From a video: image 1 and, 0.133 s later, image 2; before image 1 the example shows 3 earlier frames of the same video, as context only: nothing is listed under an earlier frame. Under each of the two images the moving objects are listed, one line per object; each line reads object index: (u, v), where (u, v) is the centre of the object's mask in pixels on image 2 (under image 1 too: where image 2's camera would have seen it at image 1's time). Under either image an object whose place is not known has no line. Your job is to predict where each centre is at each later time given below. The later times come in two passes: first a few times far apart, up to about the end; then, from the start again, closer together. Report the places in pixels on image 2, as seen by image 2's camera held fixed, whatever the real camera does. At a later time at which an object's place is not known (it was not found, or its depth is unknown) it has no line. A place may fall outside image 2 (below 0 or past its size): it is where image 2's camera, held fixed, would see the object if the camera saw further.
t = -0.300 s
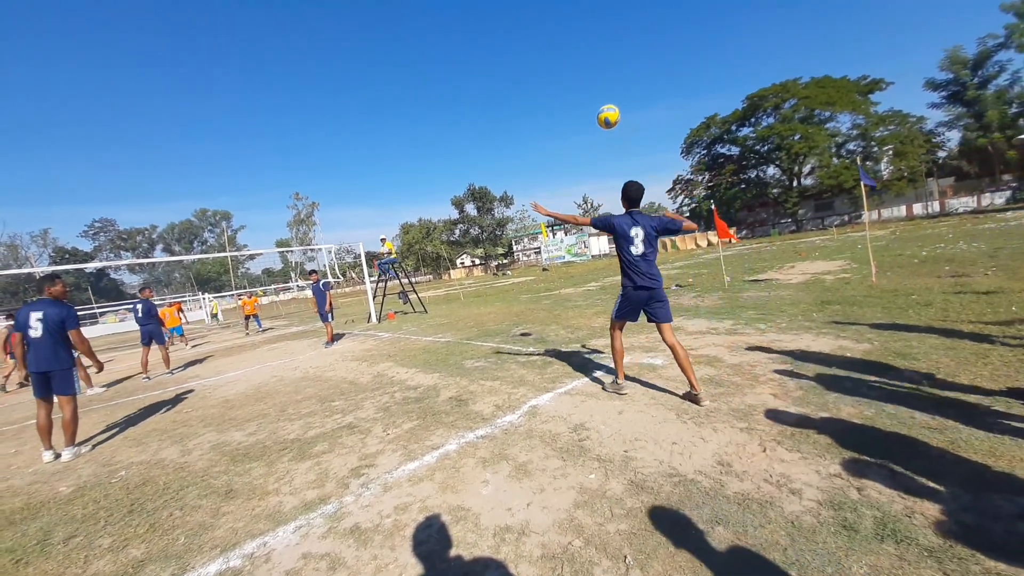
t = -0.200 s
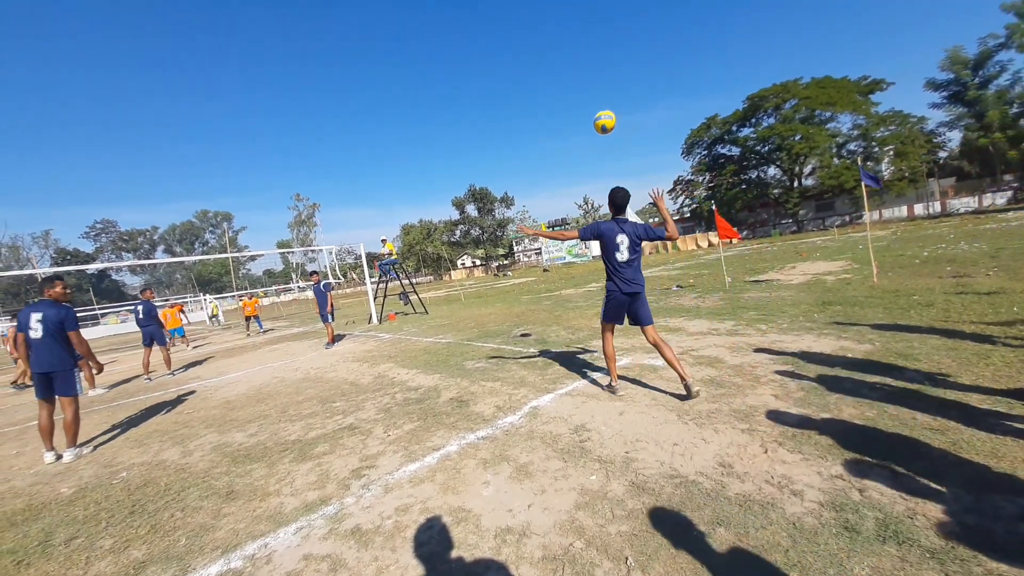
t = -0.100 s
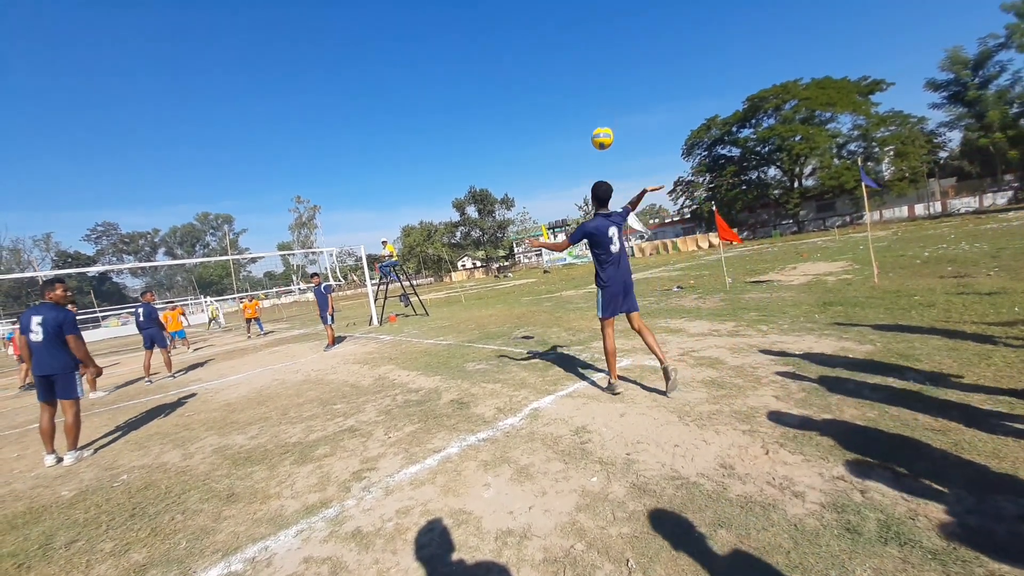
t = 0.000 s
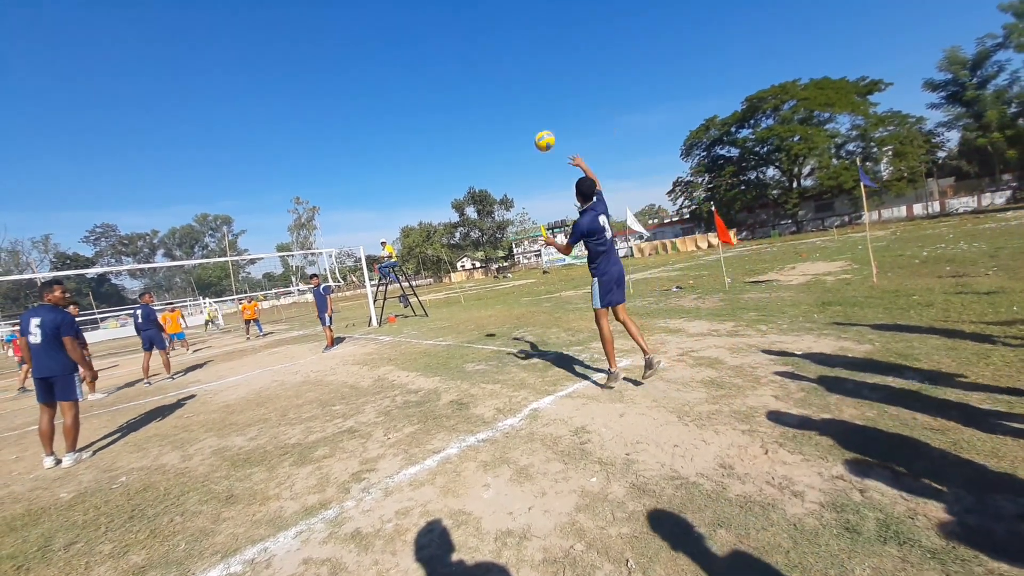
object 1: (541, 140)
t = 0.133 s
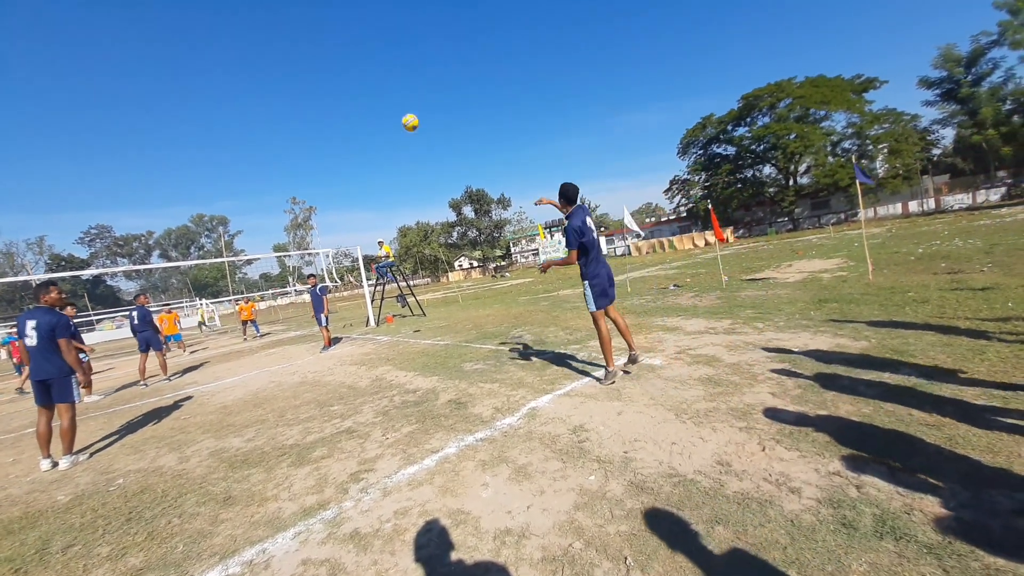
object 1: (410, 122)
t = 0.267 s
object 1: (325, 119)
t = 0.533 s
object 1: (228, 138)
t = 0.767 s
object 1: (182, 172)
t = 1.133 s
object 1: (155, 241)
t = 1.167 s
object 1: (153, 247)
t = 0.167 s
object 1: (385, 121)
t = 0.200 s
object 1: (363, 120)
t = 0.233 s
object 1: (343, 119)
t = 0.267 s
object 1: (325, 119)
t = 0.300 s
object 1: (309, 120)
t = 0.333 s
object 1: (294, 121)
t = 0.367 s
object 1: (280, 123)
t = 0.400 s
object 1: (268, 125)
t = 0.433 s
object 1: (257, 128)
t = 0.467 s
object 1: (247, 130)
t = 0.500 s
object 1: (237, 134)
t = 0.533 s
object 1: (228, 138)
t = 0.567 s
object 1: (220, 142)
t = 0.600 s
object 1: (213, 146)
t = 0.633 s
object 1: (206, 151)
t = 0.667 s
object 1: (199, 156)
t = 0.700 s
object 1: (193, 161)
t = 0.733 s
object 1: (187, 166)
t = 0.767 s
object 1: (182, 172)
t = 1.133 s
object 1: (155, 241)
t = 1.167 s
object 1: (153, 247)
